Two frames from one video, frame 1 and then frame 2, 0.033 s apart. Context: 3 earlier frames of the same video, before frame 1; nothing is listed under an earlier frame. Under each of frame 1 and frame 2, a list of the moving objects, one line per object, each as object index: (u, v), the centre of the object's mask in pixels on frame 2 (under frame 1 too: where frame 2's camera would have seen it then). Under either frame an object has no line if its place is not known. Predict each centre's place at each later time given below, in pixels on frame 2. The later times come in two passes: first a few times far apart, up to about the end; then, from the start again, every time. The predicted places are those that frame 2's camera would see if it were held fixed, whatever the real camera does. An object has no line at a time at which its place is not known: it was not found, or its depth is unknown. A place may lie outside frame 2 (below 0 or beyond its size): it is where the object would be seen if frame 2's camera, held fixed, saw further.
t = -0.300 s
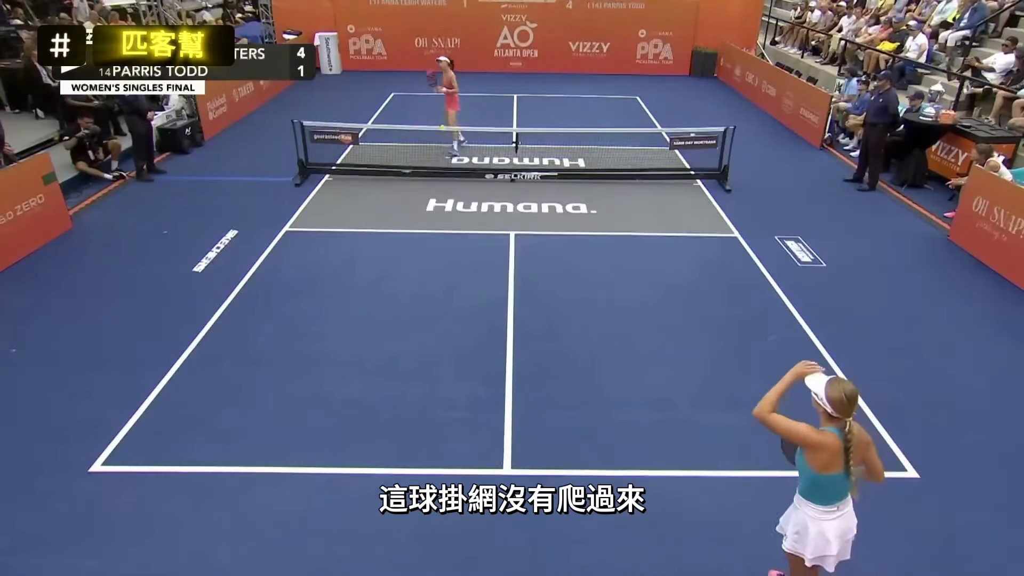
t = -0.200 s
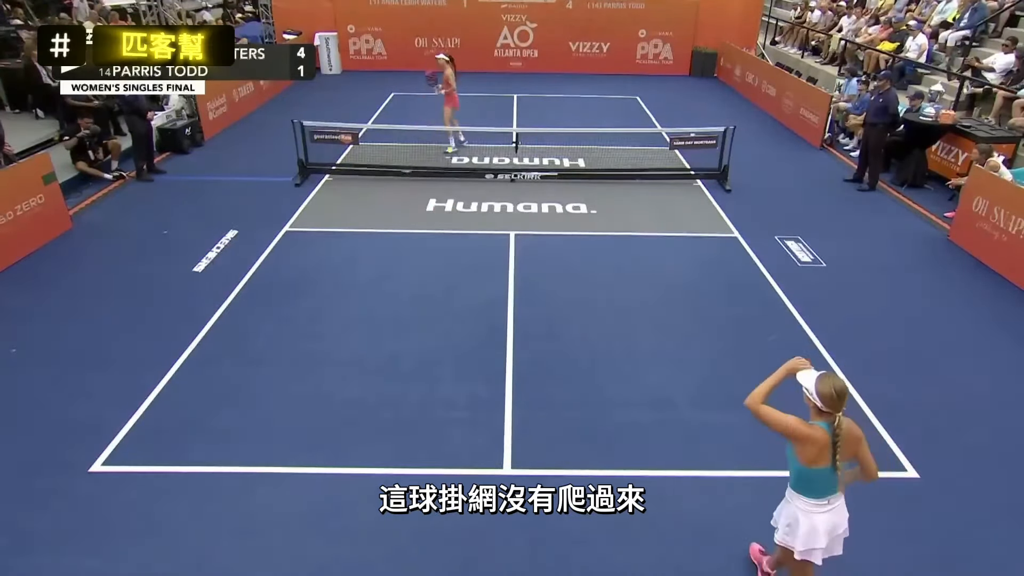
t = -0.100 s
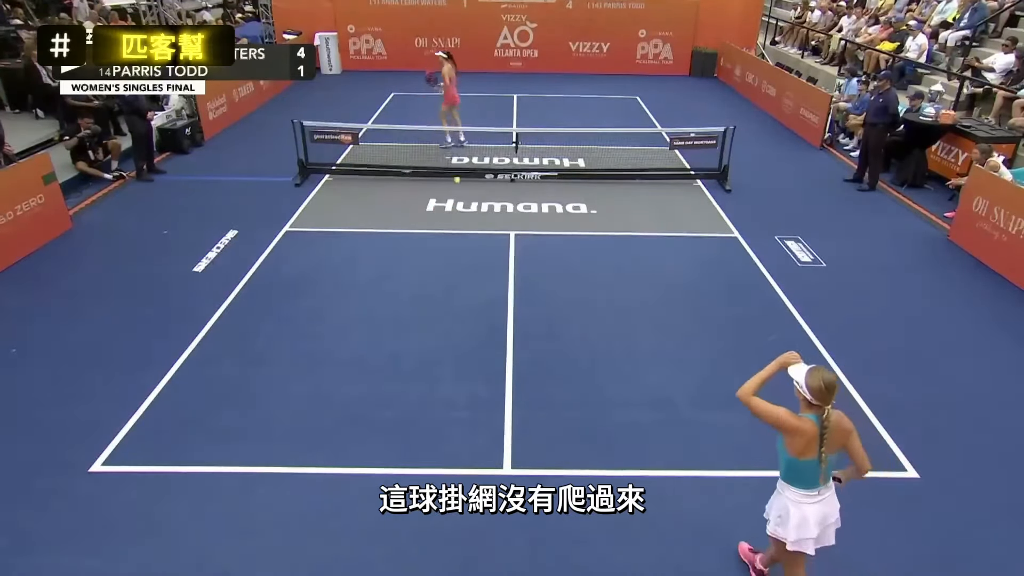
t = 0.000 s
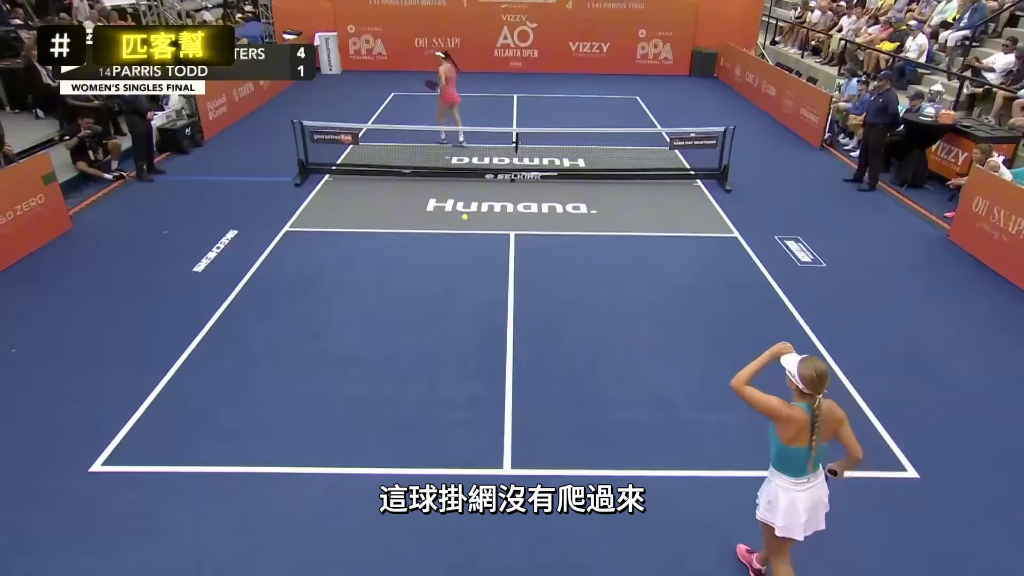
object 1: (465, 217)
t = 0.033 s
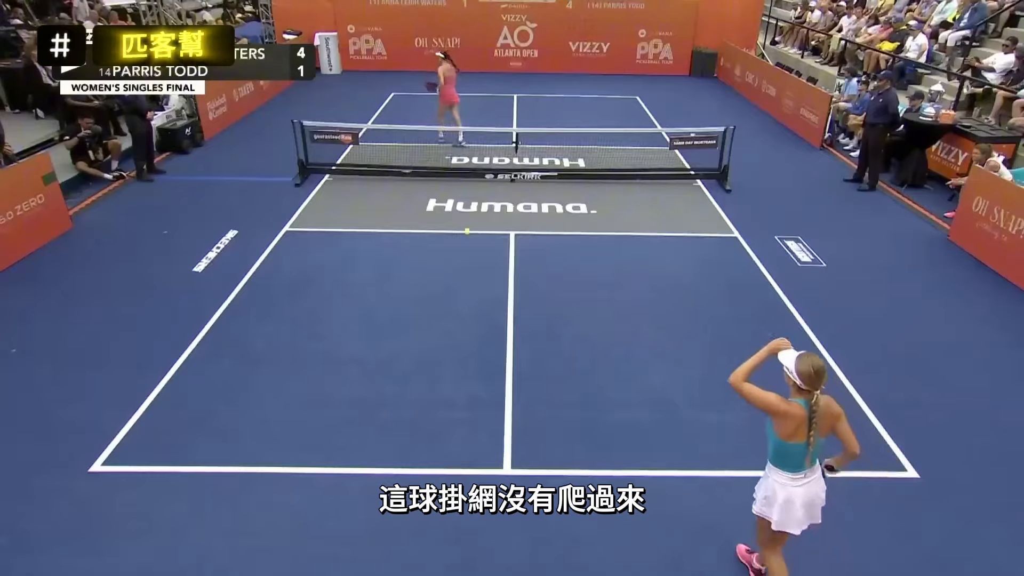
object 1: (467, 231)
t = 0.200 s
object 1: (476, 216)
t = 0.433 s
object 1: (489, 215)
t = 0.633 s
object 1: (502, 249)
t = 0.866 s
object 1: (515, 275)
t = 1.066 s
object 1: (528, 285)
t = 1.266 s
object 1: (540, 327)
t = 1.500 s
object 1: (559, 336)
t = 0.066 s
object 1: (469, 234)
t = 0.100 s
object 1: (471, 228)
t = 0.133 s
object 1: (472, 224)
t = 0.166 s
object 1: (474, 219)
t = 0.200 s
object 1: (476, 216)
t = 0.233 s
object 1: (478, 213)
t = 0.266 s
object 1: (480, 211)
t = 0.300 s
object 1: (482, 210)
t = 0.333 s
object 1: (484, 210)
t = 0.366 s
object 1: (486, 210)
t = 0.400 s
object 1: (487, 212)
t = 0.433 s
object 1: (489, 215)
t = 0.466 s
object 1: (491, 218)
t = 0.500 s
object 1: (494, 222)
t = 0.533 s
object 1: (496, 228)
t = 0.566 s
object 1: (499, 234)
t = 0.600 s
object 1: (500, 241)
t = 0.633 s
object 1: (502, 249)
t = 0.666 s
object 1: (504, 258)
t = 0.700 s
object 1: (507, 268)
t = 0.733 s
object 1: (508, 279)
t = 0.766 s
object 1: (510, 282)
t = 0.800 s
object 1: (513, 278)
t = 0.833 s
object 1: (513, 276)
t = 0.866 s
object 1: (515, 275)
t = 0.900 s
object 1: (518, 274)
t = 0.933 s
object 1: (520, 274)
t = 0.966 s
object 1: (522, 275)
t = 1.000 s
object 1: (524, 278)
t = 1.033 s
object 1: (526, 281)
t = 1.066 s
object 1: (528, 285)
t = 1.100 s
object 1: (530, 291)
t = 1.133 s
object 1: (532, 297)
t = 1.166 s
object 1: (534, 304)
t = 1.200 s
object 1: (536, 312)
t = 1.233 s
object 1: (538, 322)
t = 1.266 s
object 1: (540, 327)
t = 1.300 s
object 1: (543, 326)
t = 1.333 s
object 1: (545, 325)
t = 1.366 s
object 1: (548, 325)
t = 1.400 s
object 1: (551, 326)
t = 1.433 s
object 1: (553, 329)
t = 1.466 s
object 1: (556, 332)
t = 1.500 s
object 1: (559, 336)
